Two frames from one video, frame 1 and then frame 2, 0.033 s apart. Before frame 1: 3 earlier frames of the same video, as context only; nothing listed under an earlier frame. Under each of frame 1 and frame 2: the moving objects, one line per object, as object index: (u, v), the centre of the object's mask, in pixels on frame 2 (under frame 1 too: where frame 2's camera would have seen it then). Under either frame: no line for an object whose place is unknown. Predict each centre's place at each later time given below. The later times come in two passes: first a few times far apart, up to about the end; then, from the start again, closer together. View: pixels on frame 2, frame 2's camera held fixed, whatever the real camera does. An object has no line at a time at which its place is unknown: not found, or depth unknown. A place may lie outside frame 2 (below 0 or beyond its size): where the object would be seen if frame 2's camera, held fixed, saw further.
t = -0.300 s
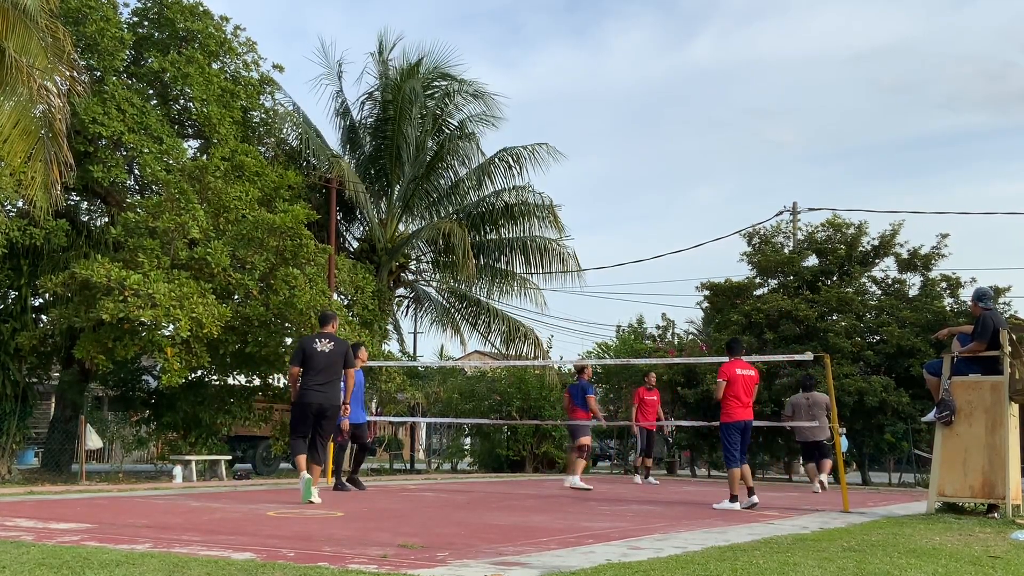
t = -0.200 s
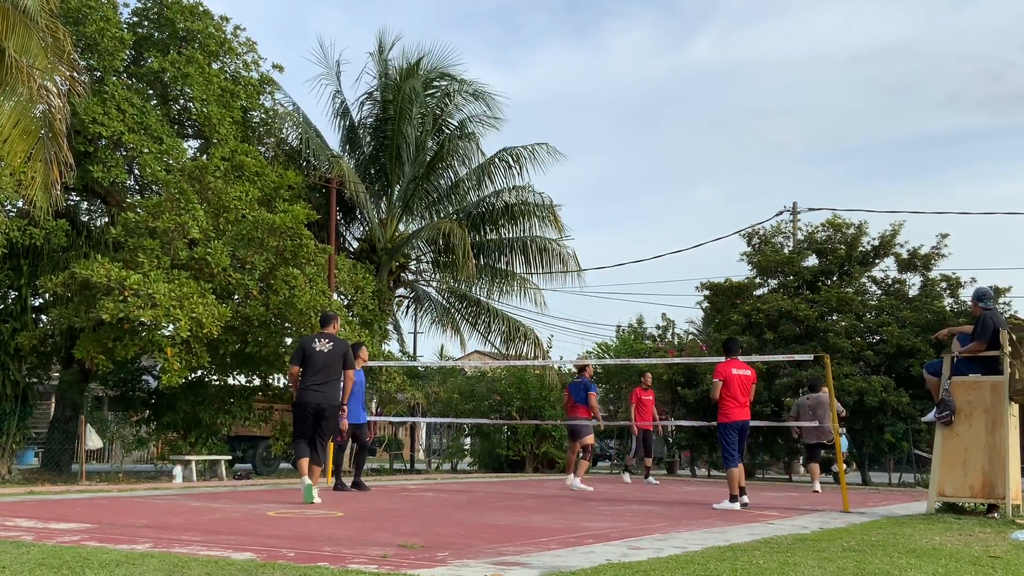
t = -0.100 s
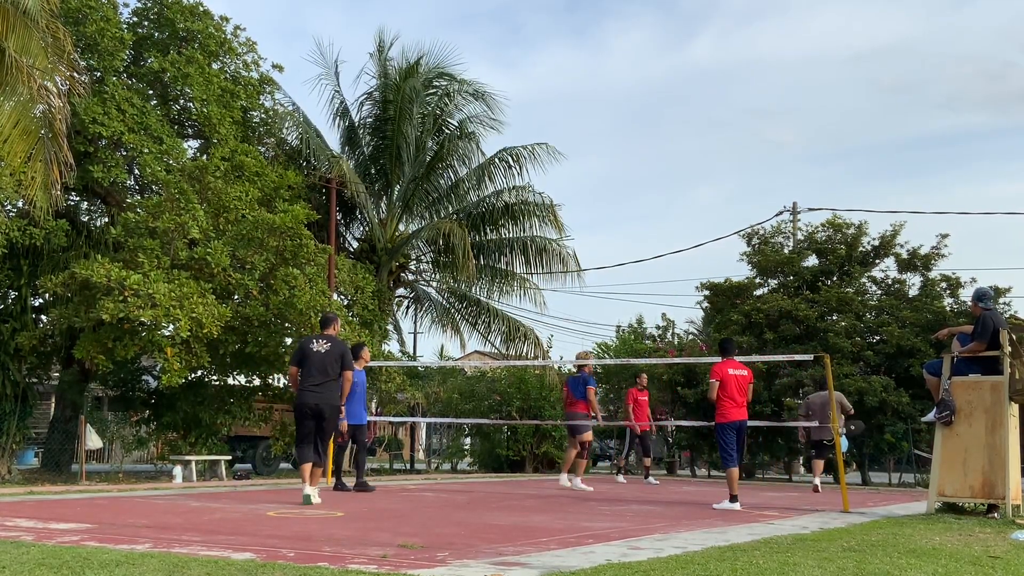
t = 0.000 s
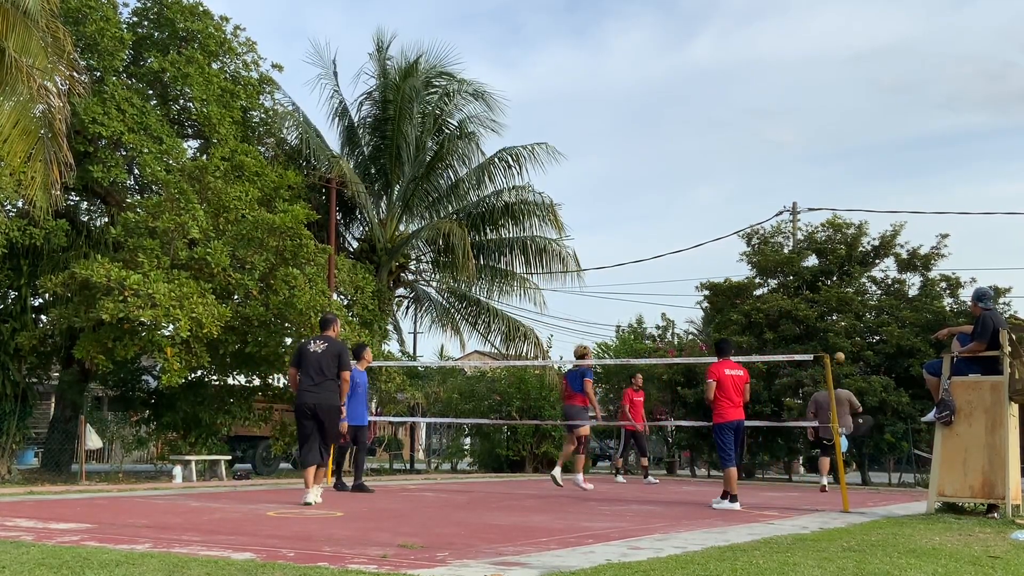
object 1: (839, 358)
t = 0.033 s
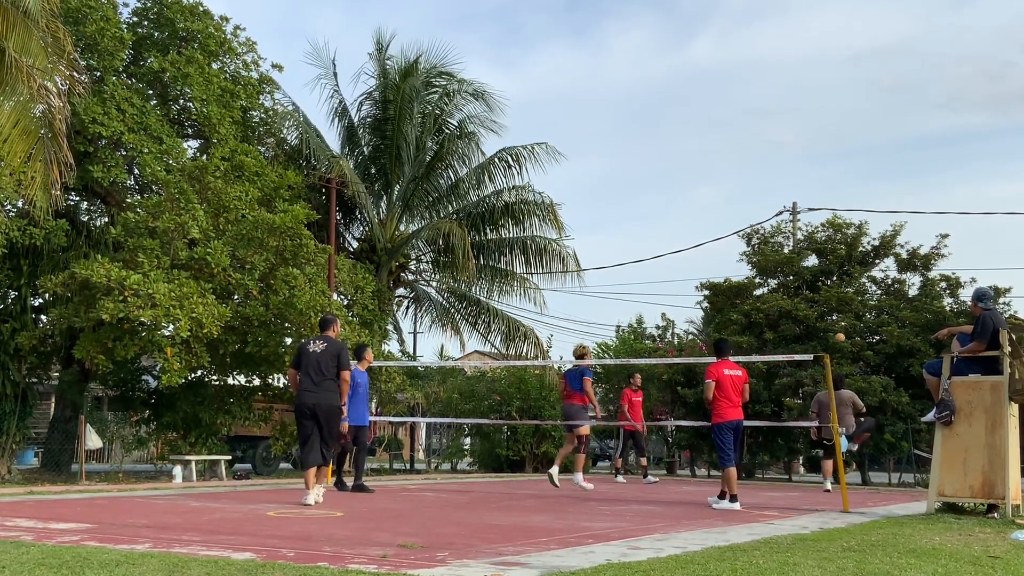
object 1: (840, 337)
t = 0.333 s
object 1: (843, 201)
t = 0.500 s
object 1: (846, 151)
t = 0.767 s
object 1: (852, 107)
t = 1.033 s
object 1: (857, 115)
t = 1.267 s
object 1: (863, 168)
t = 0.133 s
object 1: (840, 286)
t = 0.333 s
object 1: (843, 201)
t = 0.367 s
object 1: (844, 190)
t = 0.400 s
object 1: (844, 179)
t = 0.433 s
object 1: (845, 169)
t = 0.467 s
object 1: (846, 159)
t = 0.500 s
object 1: (846, 151)
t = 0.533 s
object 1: (847, 143)
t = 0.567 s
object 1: (847, 135)
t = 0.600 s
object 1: (848, 129)
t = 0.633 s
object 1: (849, 123)
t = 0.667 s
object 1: (849, 118)
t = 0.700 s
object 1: (850, 113)
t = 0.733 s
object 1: (851, 110)
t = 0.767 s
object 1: (852, 107)
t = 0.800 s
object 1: (852, 105)
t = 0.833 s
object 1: (853, 104)
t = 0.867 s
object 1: (853, 104)
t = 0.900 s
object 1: (854, 104)
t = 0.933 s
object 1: (855, 105)
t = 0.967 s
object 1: (856, 108)
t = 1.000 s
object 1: (857, 111)
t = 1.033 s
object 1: (857, 115)
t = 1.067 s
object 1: (858, 119)
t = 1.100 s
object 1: (859, 125)
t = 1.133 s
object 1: (860, 132)
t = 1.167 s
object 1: (861, 139)
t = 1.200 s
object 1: (861, 148)
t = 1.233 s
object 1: (863, 158)
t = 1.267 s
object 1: (863, 168)
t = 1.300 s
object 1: (864, 180)
